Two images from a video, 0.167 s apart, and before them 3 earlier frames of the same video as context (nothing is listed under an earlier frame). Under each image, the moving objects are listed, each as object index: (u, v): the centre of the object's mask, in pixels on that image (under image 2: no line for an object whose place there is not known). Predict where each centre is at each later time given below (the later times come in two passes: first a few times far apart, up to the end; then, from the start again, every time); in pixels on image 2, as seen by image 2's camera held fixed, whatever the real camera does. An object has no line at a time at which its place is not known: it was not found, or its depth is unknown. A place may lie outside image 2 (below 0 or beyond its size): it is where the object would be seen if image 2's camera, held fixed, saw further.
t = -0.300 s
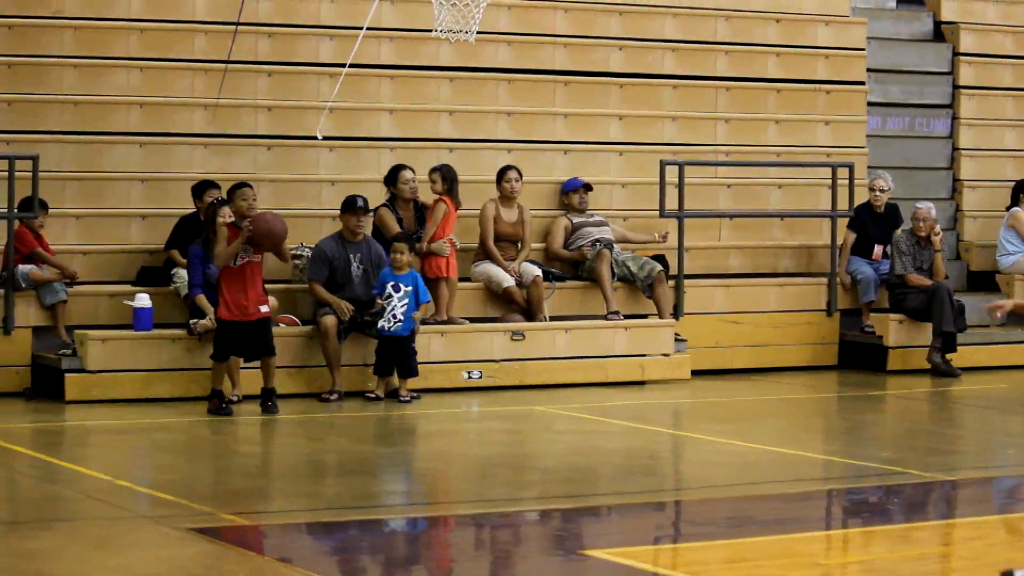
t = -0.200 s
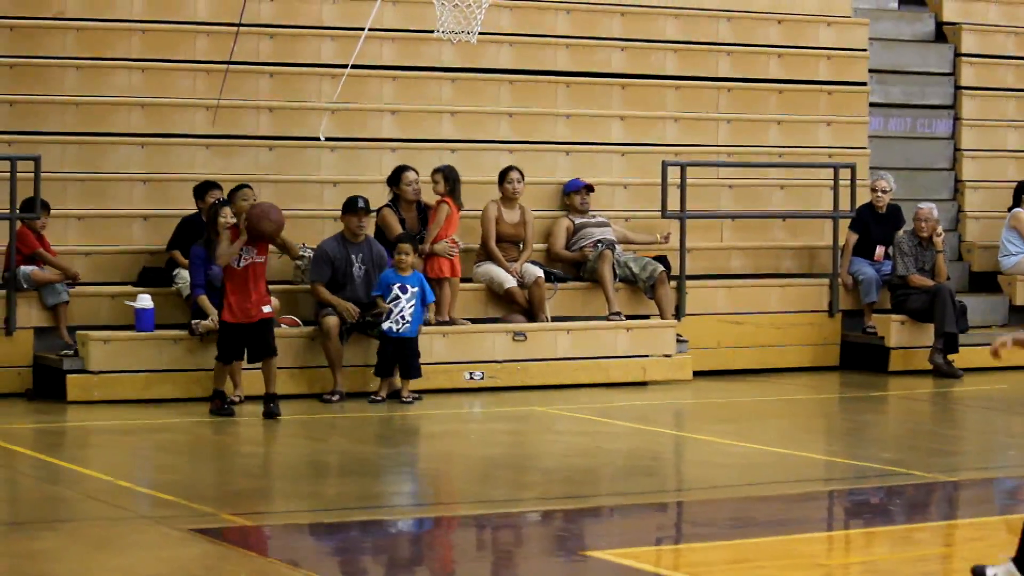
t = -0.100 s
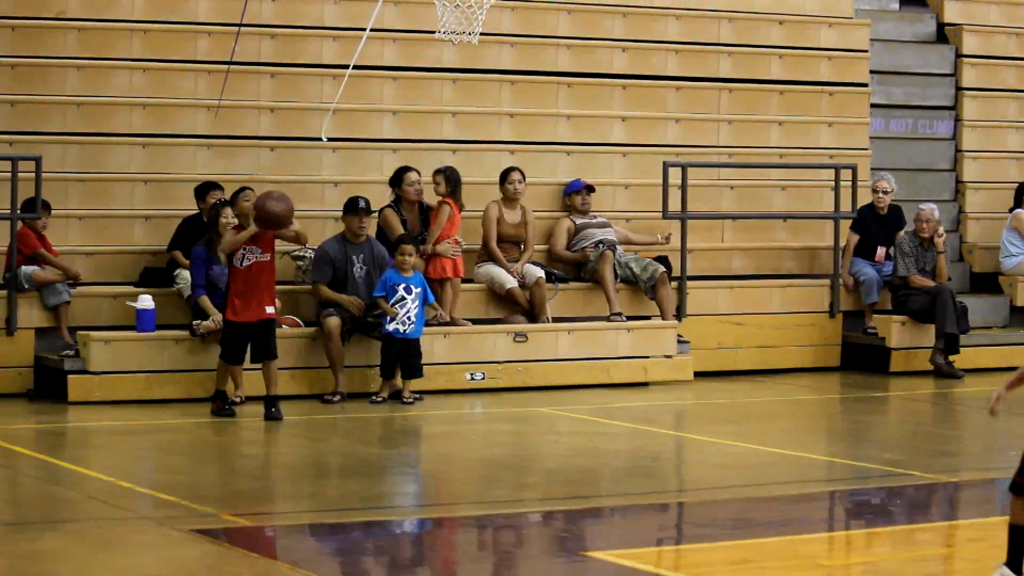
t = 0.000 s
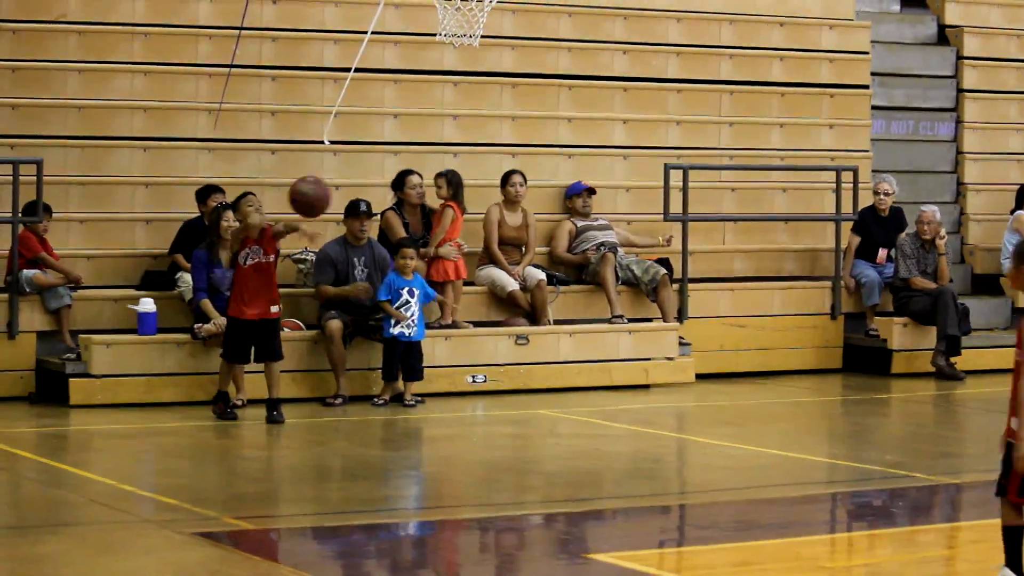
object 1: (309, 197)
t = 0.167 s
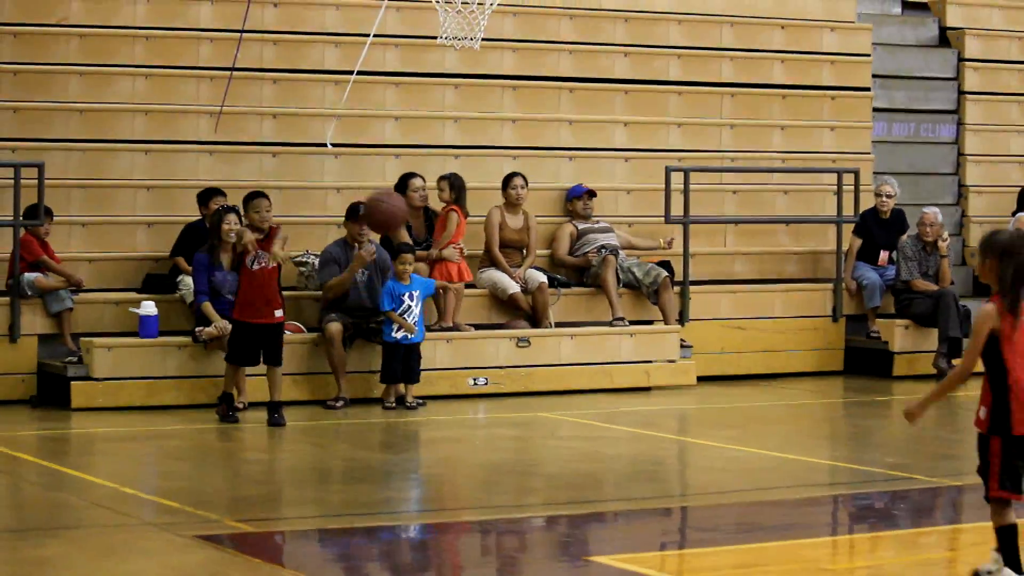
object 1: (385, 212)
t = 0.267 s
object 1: (434, 248)
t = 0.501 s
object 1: (564, 435)
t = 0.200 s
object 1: (402, 222)
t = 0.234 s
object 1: (417, 233)
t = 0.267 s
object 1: (434, 248)
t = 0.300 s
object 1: (451, 266)
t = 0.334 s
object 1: (469, 286)
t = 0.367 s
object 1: (487, 310)
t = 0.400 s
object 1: (506, 334)
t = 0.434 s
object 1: (524, 364)
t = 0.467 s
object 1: (544, 398)
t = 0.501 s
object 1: (564, 435)
